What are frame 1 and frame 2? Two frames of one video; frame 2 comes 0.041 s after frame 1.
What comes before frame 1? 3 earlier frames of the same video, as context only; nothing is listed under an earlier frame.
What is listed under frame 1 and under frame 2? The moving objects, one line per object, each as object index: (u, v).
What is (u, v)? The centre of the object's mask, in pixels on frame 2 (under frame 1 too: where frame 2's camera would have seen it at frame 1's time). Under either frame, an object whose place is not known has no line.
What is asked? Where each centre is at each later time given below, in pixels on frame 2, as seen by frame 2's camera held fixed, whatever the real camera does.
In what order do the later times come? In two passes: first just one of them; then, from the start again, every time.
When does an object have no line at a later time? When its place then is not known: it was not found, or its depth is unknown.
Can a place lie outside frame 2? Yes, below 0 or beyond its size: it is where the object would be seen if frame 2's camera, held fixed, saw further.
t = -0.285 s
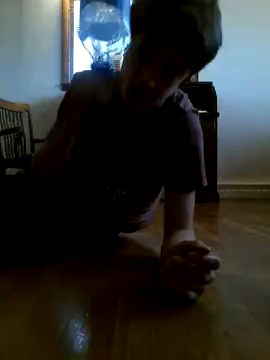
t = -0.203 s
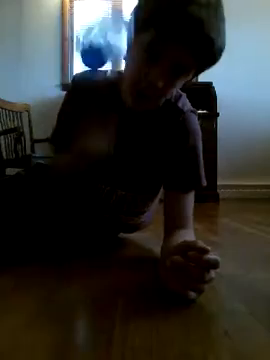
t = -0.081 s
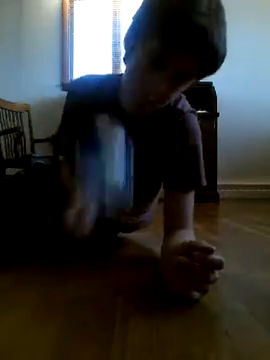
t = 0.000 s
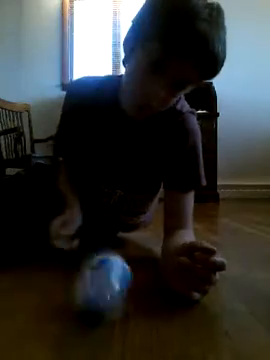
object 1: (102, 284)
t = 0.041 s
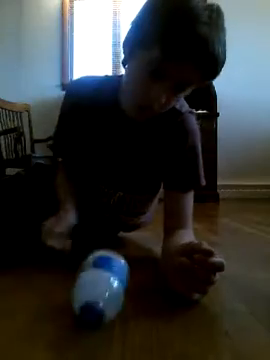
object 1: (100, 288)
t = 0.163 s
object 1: (92, 291)
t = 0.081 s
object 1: (97, 289)
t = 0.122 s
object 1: (94, 291)
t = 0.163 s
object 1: (92, 291)
